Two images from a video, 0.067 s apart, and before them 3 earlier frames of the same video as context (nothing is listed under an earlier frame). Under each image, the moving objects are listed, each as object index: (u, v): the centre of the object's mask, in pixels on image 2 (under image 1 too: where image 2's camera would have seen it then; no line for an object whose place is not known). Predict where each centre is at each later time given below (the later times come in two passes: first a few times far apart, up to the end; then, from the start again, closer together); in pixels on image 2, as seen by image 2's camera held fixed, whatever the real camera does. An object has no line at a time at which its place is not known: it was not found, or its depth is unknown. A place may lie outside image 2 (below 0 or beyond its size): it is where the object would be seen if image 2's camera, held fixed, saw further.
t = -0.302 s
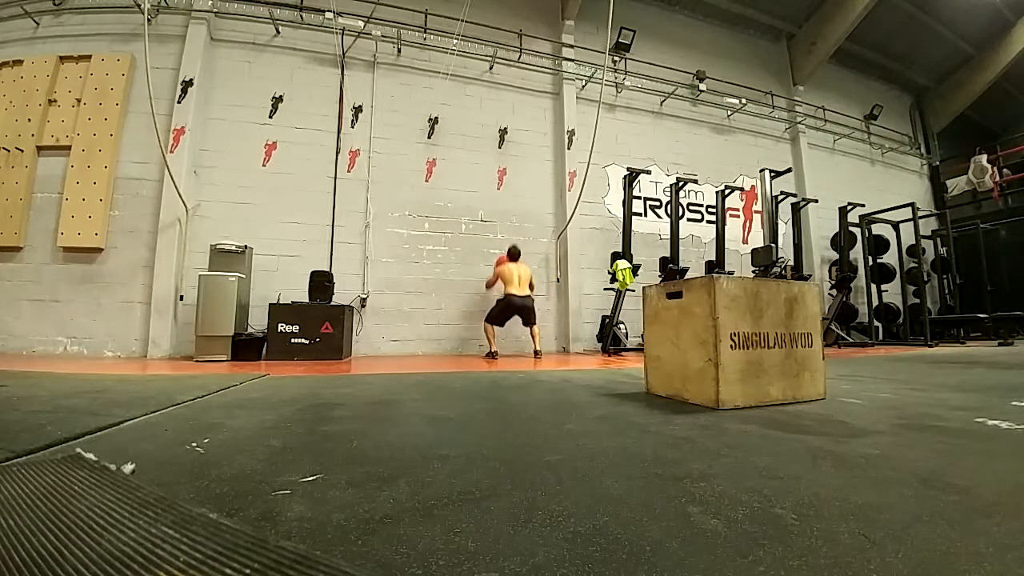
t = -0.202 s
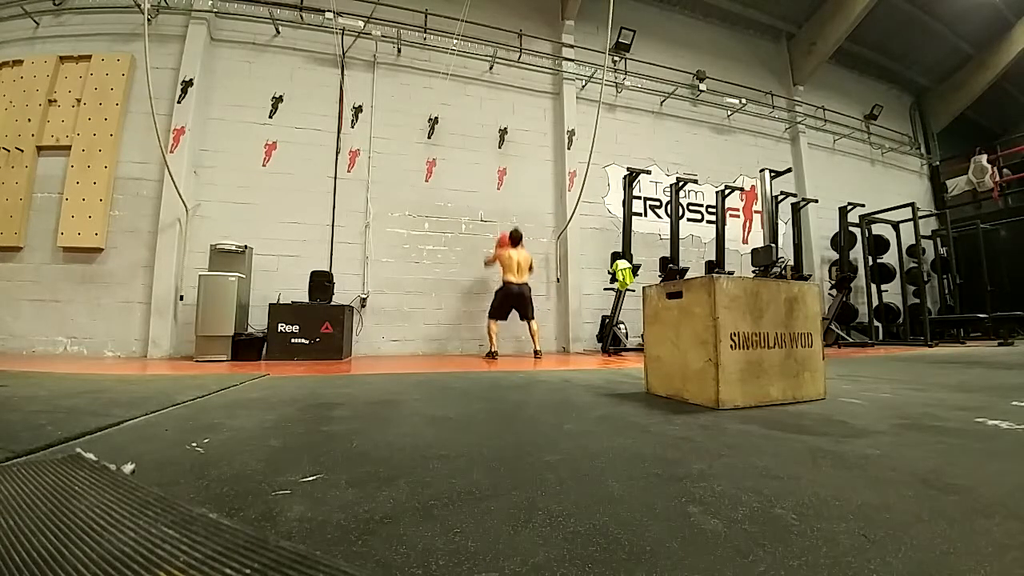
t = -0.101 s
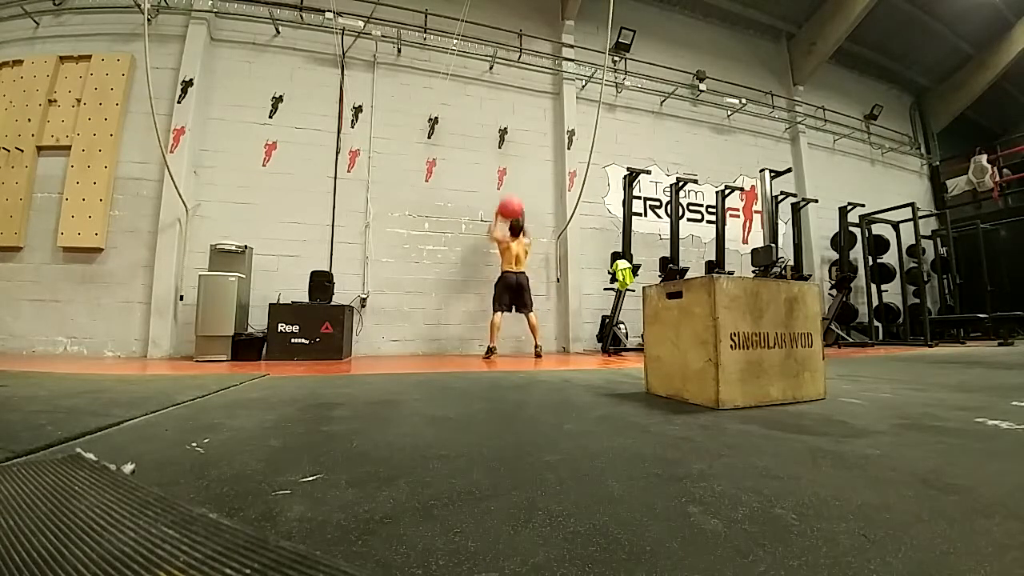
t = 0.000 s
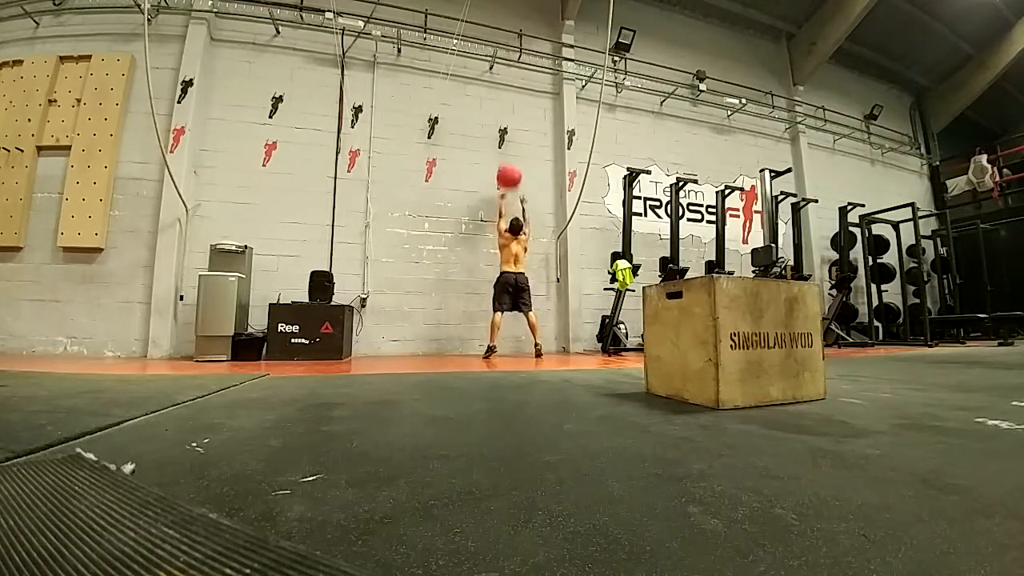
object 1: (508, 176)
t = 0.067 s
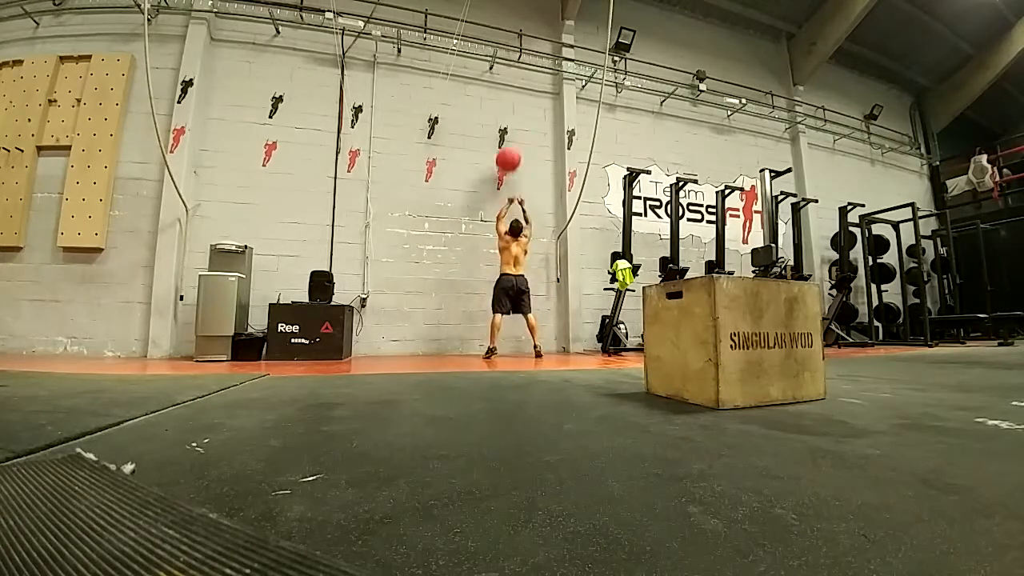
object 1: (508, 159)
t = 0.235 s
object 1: (505, 134)
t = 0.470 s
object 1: (507, 126)
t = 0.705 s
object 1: (509, 154)
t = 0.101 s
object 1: (507, 152)
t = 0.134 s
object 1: (506, 145)
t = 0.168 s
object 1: (506, 141)
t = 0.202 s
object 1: (506, 138)
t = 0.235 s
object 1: (505, 134)
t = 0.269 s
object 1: (506, 131)
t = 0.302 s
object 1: (506, 128)
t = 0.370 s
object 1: (506, 125)
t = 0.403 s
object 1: (507, 125)
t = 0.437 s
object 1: (507, 125)
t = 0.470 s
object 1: (507, 126)
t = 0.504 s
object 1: (508, 128)
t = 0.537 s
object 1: (508, 131)
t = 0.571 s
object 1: (508, 135)
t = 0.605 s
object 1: (508, 138)
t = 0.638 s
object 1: (508, 141)
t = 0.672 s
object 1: (509, 148)
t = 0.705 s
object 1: (509, 154)
